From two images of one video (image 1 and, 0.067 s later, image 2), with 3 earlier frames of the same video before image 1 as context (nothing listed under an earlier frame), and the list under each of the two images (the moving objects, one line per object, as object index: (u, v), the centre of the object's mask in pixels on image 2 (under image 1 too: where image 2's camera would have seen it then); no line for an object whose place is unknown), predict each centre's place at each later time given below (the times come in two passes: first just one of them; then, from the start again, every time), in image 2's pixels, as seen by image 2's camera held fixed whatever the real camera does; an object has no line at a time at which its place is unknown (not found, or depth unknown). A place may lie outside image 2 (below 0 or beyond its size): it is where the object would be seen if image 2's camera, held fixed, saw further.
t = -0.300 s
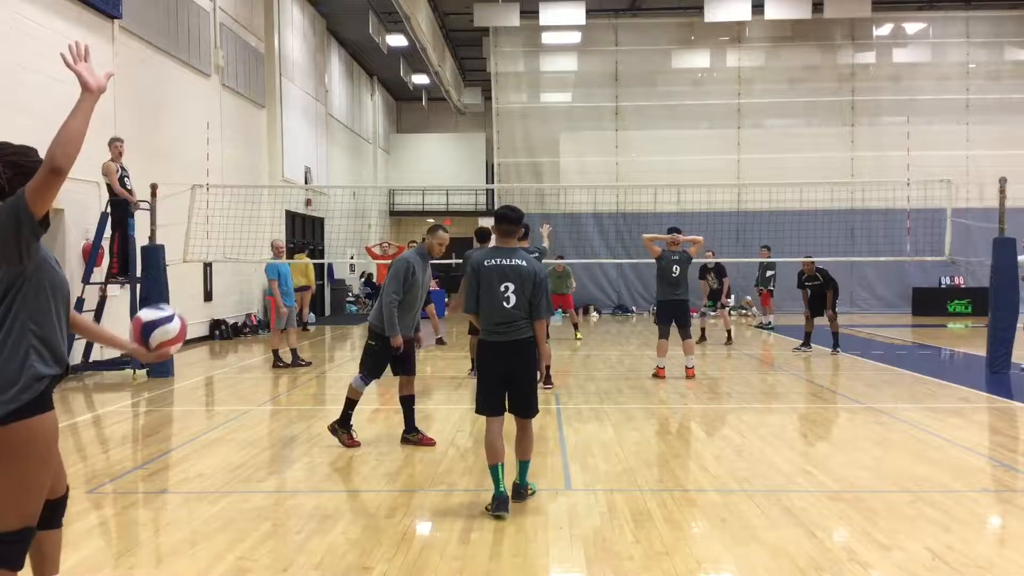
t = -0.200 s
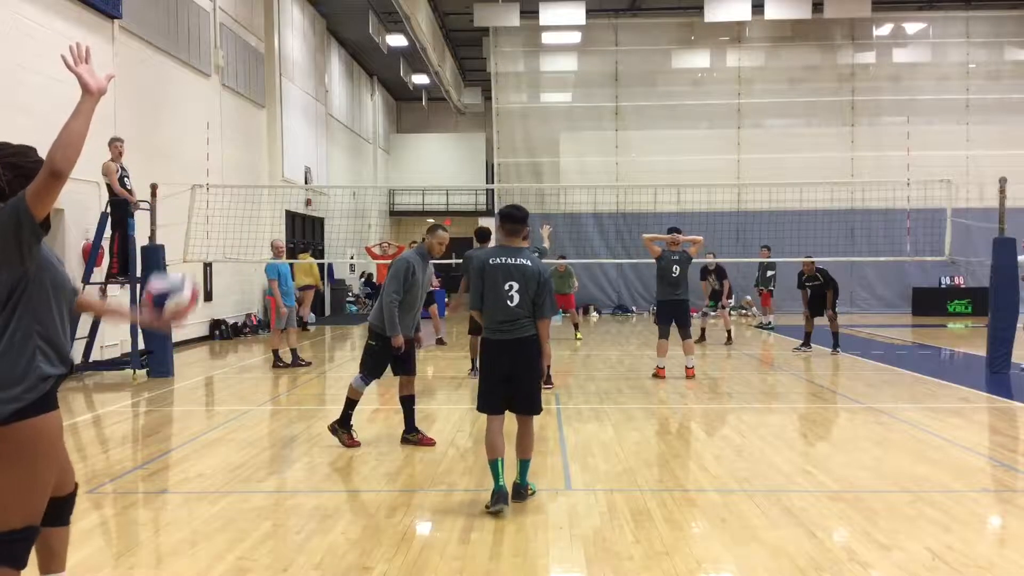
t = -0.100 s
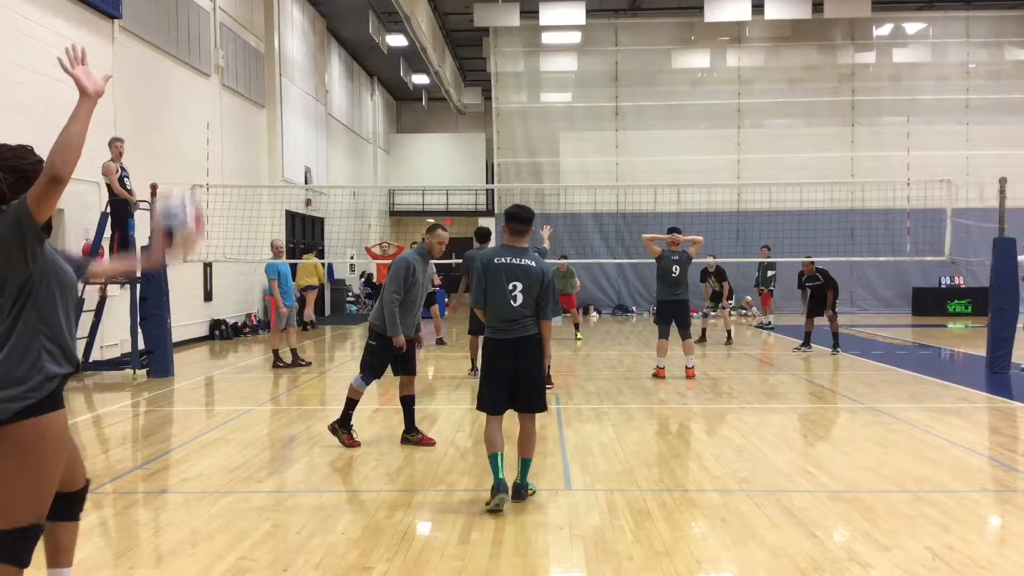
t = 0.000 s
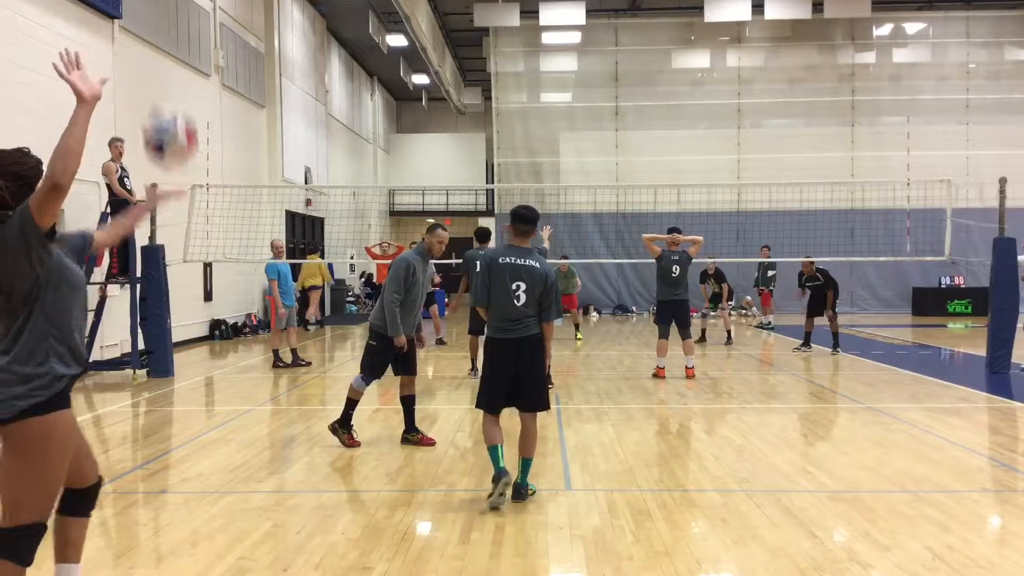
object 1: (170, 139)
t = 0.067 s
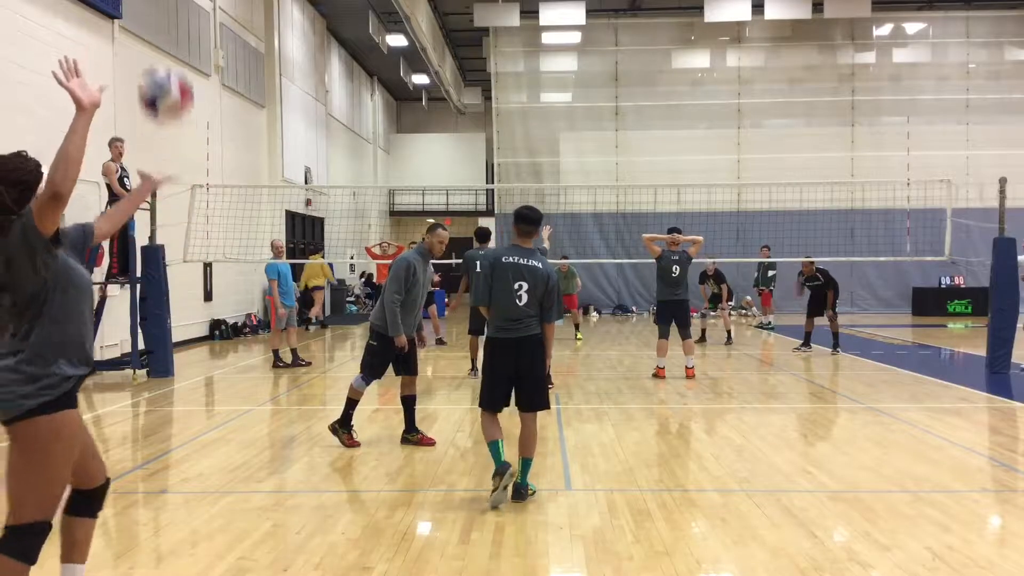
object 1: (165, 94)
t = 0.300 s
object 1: (151, 24)
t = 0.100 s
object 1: (163, 75)
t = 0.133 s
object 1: (161, 61)
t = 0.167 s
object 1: (159, 47)
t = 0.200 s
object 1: (157, 38)
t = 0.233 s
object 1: (155, 30)
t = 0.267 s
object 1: (153, 26)
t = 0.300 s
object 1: (151, 24)
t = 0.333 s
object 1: (150, 25)
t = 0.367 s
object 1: (149, 27)
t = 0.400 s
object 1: (147, 33)
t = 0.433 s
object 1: (145, 41)
